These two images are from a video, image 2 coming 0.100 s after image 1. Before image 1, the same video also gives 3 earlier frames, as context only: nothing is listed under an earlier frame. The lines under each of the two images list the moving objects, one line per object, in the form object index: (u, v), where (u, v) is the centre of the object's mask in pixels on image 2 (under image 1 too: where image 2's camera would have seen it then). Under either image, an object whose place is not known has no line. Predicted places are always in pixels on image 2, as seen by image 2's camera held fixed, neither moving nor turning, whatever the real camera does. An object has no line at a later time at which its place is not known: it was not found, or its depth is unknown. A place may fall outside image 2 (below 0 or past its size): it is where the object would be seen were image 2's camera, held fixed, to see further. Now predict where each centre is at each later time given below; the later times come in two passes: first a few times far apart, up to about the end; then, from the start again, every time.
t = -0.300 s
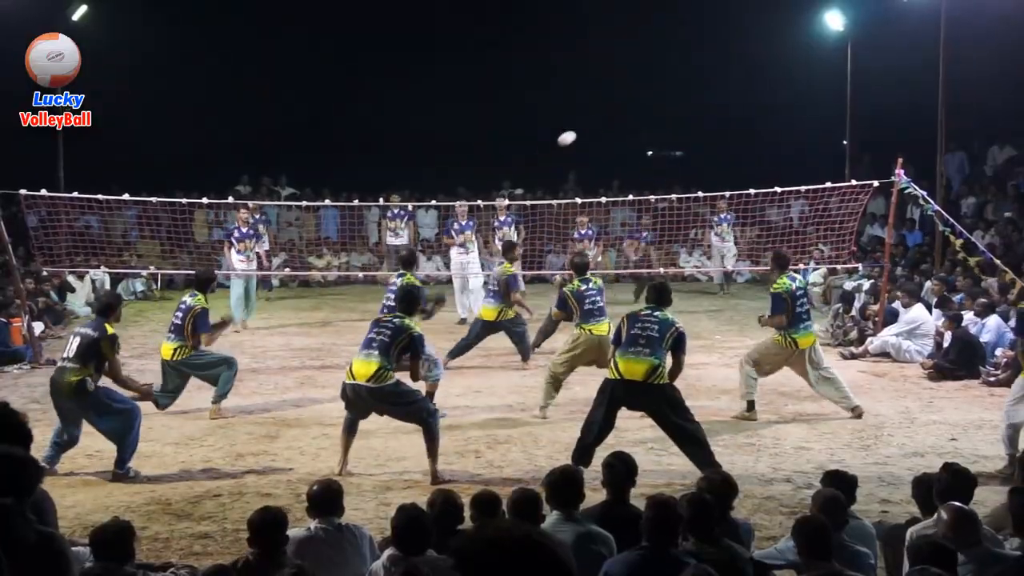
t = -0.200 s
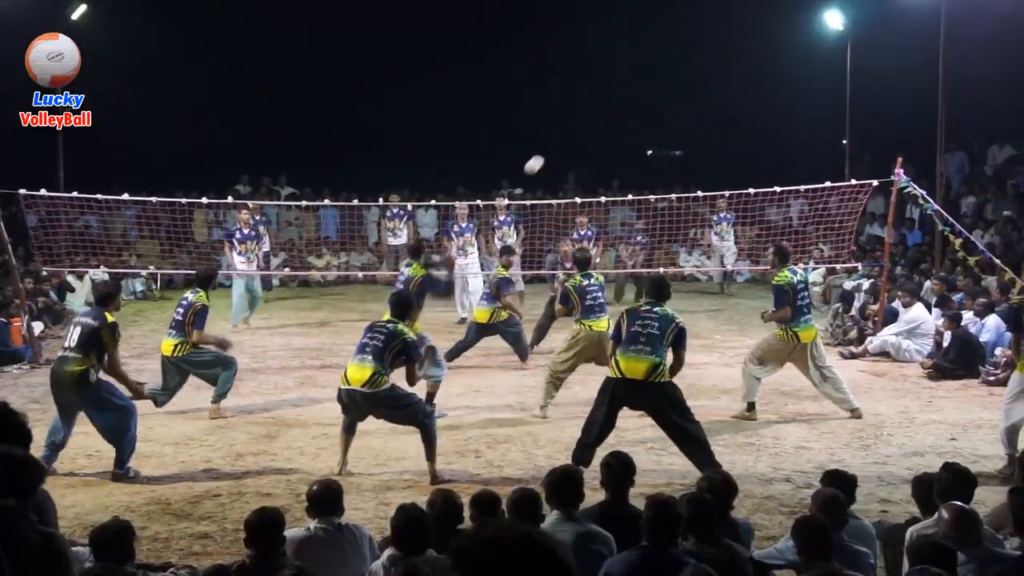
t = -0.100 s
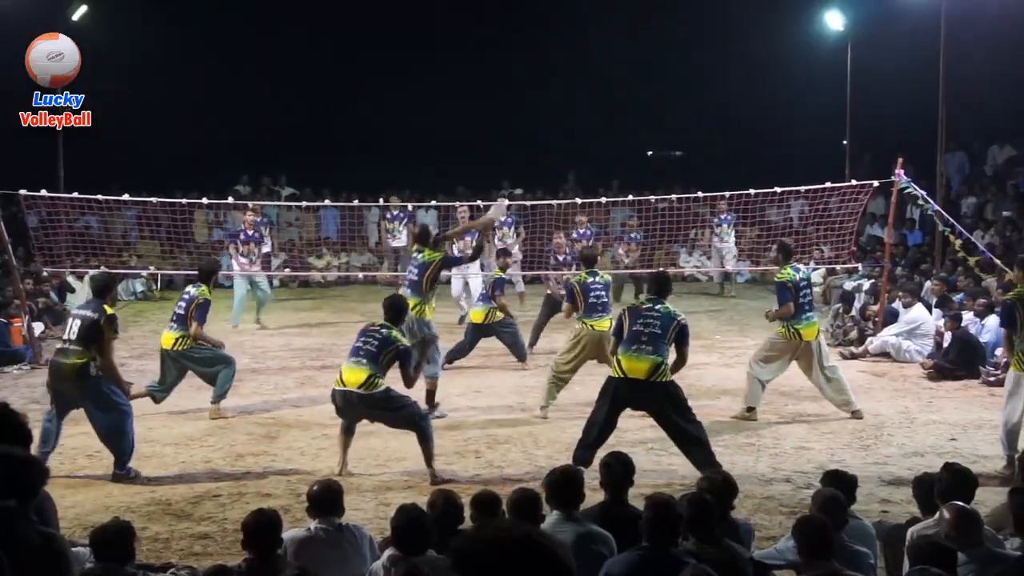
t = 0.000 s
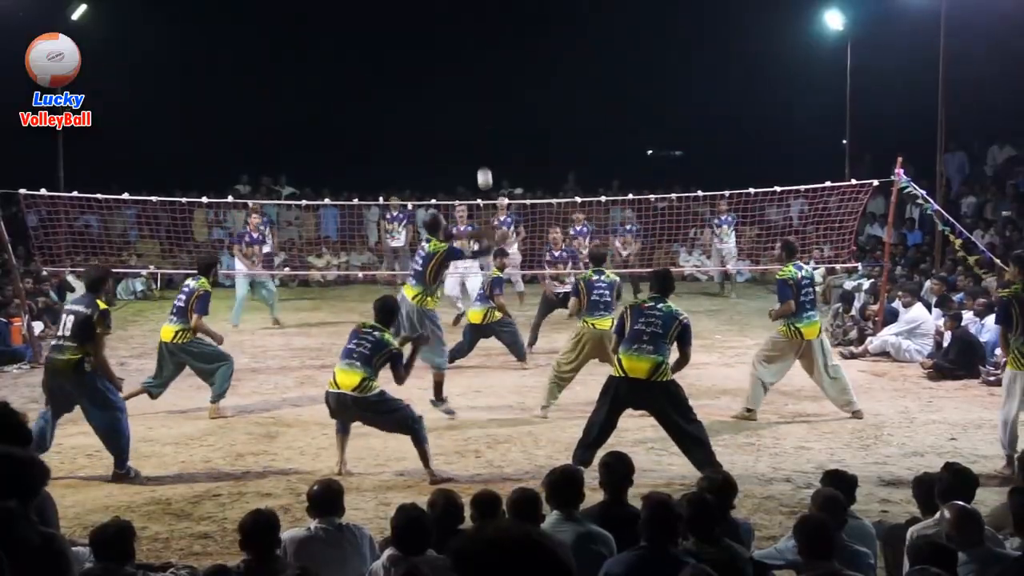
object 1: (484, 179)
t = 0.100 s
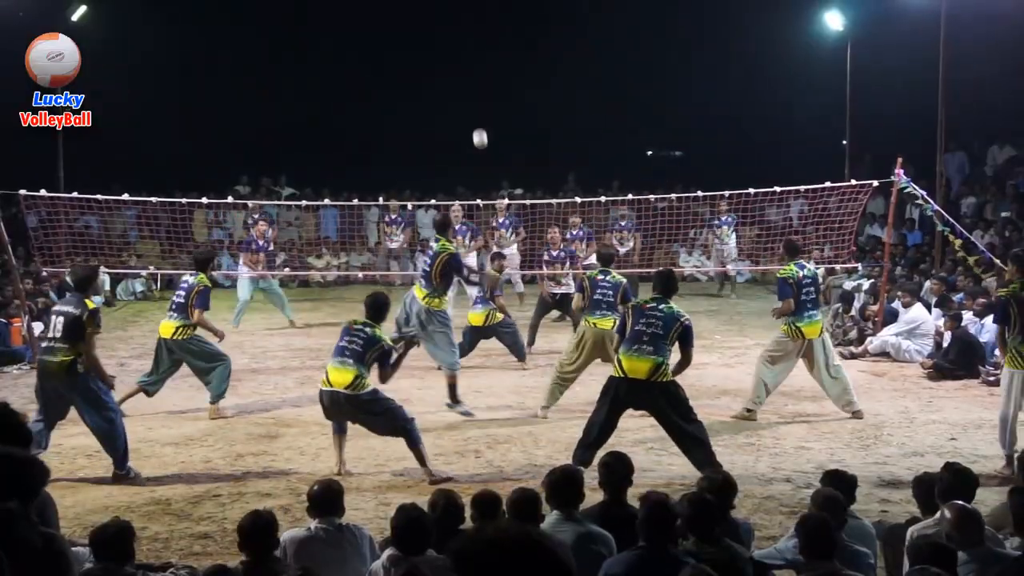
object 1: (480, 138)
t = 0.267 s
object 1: (472, 98)
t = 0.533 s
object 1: (460, 89)
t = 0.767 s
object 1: (450, 121)
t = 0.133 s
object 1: (479, 128)
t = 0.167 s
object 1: (477, 118)
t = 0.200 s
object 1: (475, 110)
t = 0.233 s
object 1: (474, 104)
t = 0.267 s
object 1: (472, 98)
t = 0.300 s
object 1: (471, 94)
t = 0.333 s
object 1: (469, 90)
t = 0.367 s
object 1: (467, 88)
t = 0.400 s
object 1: (466, 87)
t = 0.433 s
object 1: (465, 86)
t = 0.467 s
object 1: (463, 86)
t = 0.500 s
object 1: (461, 88)
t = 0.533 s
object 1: (460, 89)
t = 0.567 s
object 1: (458, 92)
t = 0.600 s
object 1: (457, 96)
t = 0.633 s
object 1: (455, 99)
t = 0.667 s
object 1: (454, 104)
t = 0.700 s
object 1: (453, 109)
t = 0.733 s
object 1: (451, 114)
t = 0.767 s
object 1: (450, 121)
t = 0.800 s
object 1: (449, 127)
